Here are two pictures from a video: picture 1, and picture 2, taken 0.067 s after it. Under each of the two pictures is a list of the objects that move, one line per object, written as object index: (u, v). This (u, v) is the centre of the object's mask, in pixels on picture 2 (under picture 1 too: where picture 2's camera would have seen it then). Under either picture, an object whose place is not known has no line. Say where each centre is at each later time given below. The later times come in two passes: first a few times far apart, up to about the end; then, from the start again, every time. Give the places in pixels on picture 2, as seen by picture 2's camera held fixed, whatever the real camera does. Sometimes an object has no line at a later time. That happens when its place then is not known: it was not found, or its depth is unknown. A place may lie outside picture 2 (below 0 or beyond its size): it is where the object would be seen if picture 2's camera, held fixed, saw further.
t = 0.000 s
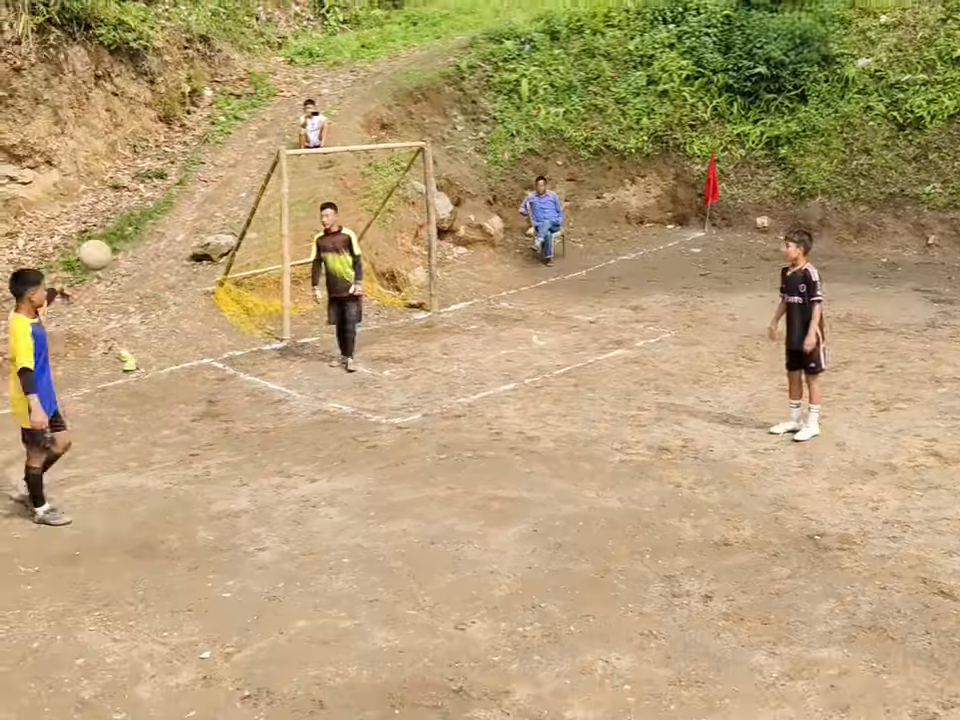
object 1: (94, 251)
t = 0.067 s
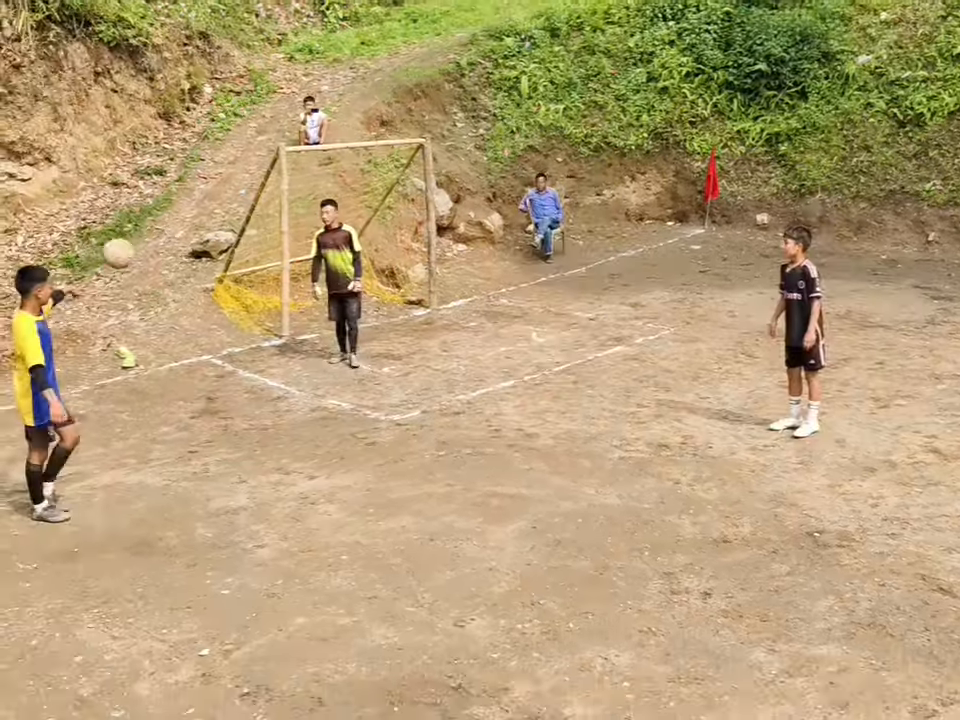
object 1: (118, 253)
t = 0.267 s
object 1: (208, 290)
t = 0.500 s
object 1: (294, 376)
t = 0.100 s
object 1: (134, 256)
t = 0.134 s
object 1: (150, 260)
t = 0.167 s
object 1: (165, 266)
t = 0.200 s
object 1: (180, 273)
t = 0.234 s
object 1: (194, 281)
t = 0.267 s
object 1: (208, 290)
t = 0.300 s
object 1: (220, 300)
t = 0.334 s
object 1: (234, 311)
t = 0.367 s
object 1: (246, 322)
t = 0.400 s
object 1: (258, 335)
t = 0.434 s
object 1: (270, 347)
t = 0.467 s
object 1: (282, 361)
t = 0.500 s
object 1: (294, 376)
